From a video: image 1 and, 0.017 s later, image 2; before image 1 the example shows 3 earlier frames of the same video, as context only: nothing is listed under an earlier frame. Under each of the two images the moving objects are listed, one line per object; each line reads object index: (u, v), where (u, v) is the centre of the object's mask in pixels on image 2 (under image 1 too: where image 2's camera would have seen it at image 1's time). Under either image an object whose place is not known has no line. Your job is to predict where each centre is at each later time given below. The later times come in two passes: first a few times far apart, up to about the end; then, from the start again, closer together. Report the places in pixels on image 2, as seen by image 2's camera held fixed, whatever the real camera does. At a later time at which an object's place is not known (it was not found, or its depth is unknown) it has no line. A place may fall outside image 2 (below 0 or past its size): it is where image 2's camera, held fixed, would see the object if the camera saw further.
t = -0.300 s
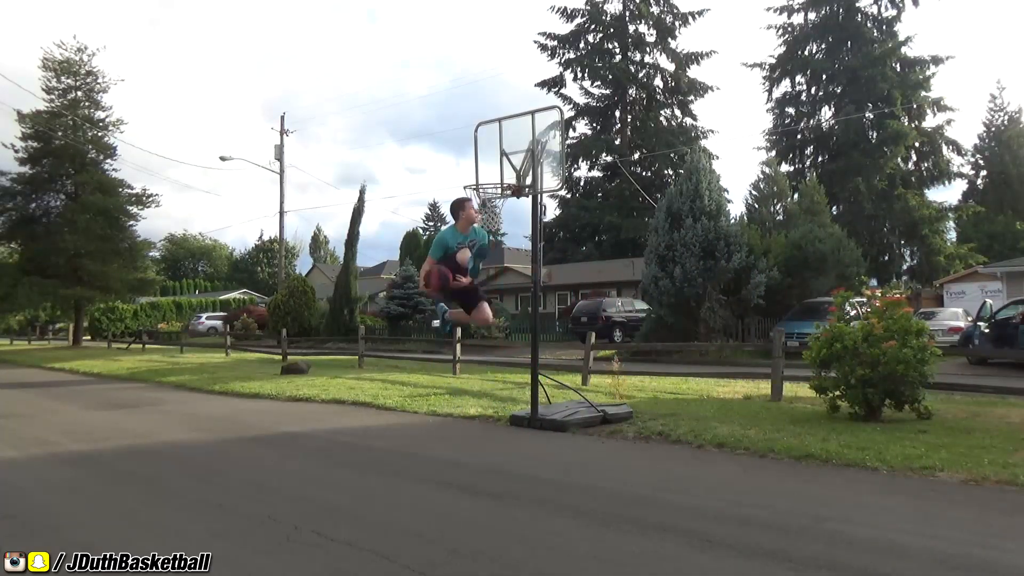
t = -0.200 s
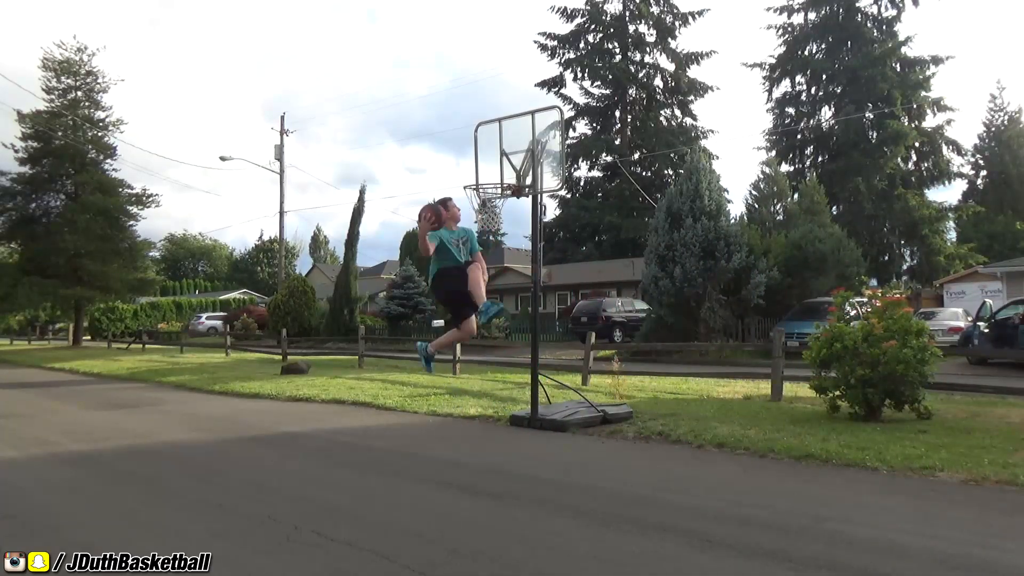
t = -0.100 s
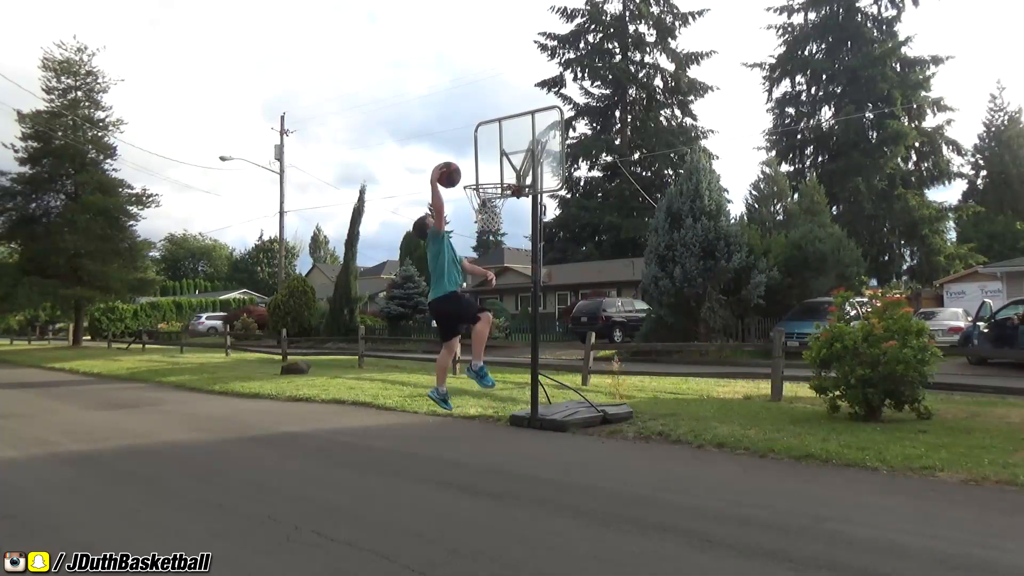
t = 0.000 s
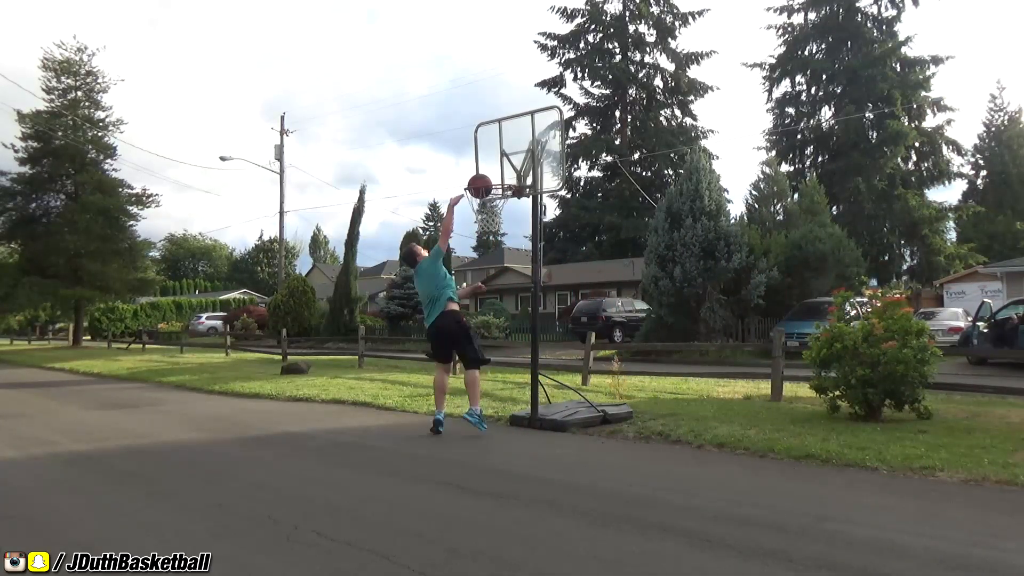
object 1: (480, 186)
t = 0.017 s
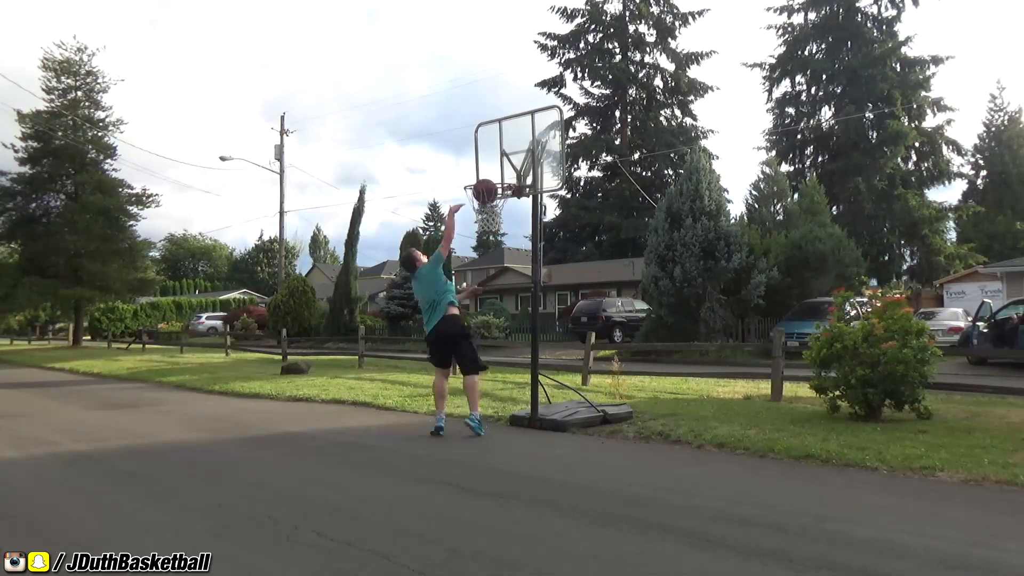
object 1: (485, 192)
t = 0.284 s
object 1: (508, 235)
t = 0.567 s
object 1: (515, 352)
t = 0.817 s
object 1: (502, 374)
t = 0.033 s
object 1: (488, 194)
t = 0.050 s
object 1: (490, 195)
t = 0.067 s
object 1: (493, 197)
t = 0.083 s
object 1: (496, 201)
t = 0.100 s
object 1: (498, 204)
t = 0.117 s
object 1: (501, 207)
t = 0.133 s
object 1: (503, 210)
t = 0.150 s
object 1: (505, 212)
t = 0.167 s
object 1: (506, 215)
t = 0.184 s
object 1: (506, 217)
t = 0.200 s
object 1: (507, 219)
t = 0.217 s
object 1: (507, 222)
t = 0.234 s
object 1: (507, 224)
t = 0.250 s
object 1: (508, 228)
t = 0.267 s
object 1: (508, 231)
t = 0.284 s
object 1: (508, 235)
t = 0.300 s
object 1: (508, 239)
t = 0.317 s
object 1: (508, 244)
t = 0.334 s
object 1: (509, 248)
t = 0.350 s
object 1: (509, 254)
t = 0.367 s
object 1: (509, 259)
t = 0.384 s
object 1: (510, 265)
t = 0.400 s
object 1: (510, 271)
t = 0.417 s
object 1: (510, 279)
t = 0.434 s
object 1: (511, 284)
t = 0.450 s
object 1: (513, 292)
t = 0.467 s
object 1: (512, 299)
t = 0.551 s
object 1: (515, 342)
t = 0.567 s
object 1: (515, 352)
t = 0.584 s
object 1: (515, 362)
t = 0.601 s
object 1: (516, 373)
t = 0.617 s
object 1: (516, 384)
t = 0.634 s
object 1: (516, 396)
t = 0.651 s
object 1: (517, 407)
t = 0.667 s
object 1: (517, 419)
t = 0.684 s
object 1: (518, 432)
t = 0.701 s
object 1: (517, 431)
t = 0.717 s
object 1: (515, 423)
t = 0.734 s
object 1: (513, 414)
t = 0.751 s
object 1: (511, 406)
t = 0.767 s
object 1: (509, 397)
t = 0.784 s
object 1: (507, 389)
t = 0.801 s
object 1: (505, 381)
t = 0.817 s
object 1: (502, 374)
